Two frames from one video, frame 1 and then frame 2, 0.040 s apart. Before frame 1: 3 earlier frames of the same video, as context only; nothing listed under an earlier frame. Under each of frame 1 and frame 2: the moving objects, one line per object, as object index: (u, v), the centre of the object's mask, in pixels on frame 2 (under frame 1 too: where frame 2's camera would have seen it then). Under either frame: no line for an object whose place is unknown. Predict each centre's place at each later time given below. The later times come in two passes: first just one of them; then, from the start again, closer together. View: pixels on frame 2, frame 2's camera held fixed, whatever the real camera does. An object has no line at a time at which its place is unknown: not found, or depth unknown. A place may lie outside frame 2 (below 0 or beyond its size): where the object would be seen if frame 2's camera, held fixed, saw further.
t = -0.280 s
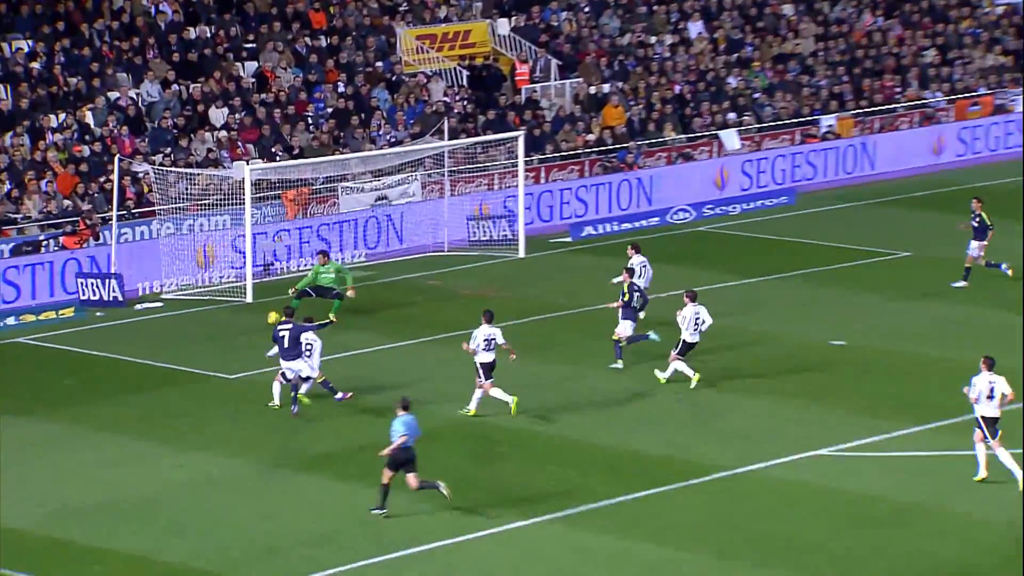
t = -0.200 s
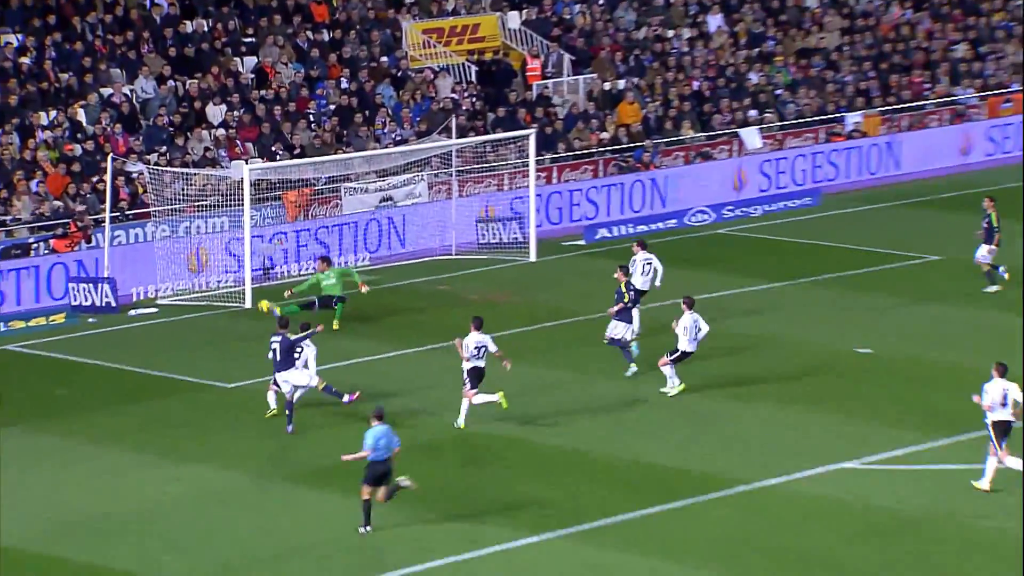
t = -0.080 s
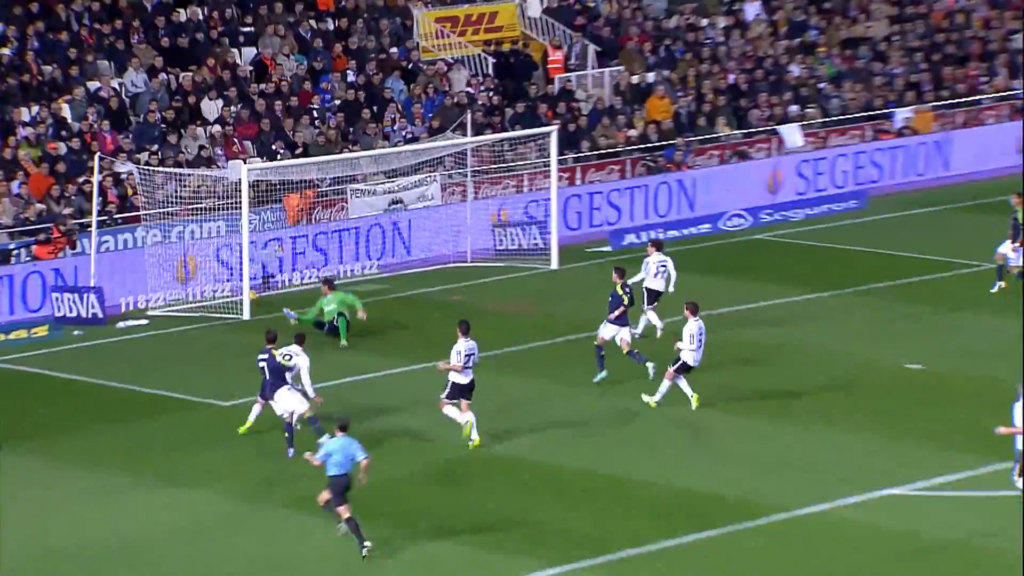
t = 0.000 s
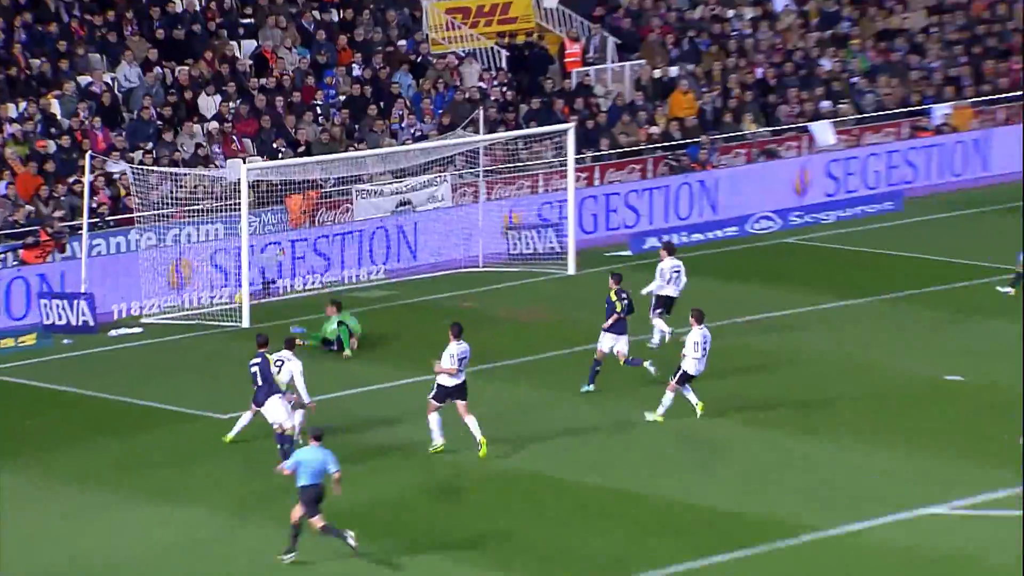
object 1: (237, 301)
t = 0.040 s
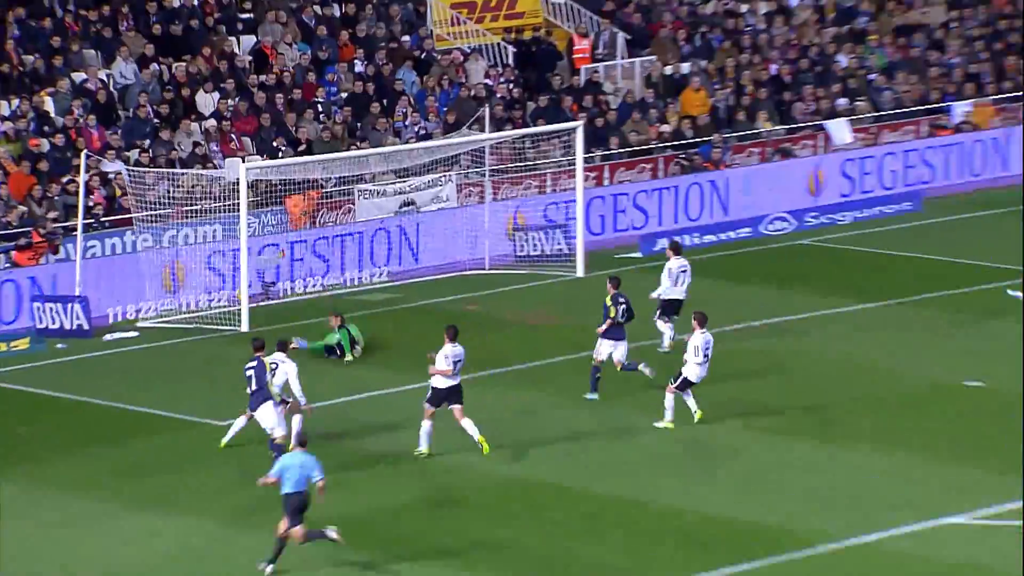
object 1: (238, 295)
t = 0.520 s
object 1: (332, 242)
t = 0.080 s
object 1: (251, 284)
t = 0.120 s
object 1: (254, 275)
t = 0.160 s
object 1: (262, 267)
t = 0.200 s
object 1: (269, 260)
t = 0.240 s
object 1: (277, 254)
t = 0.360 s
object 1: (300, 243)
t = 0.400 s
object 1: (308, 241)
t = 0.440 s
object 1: (316, 241)
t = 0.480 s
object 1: (324, 242)
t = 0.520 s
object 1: (332, 242)
